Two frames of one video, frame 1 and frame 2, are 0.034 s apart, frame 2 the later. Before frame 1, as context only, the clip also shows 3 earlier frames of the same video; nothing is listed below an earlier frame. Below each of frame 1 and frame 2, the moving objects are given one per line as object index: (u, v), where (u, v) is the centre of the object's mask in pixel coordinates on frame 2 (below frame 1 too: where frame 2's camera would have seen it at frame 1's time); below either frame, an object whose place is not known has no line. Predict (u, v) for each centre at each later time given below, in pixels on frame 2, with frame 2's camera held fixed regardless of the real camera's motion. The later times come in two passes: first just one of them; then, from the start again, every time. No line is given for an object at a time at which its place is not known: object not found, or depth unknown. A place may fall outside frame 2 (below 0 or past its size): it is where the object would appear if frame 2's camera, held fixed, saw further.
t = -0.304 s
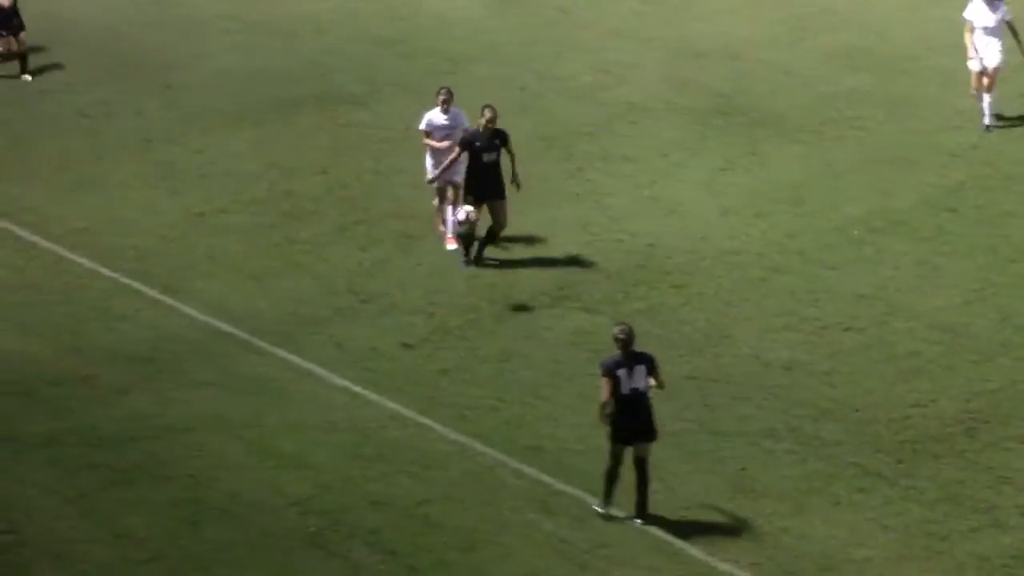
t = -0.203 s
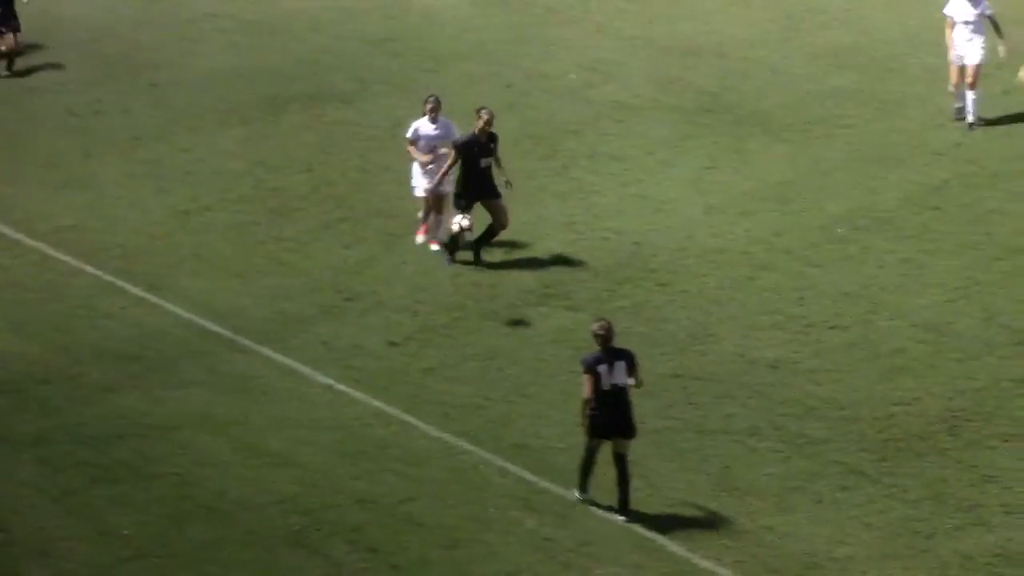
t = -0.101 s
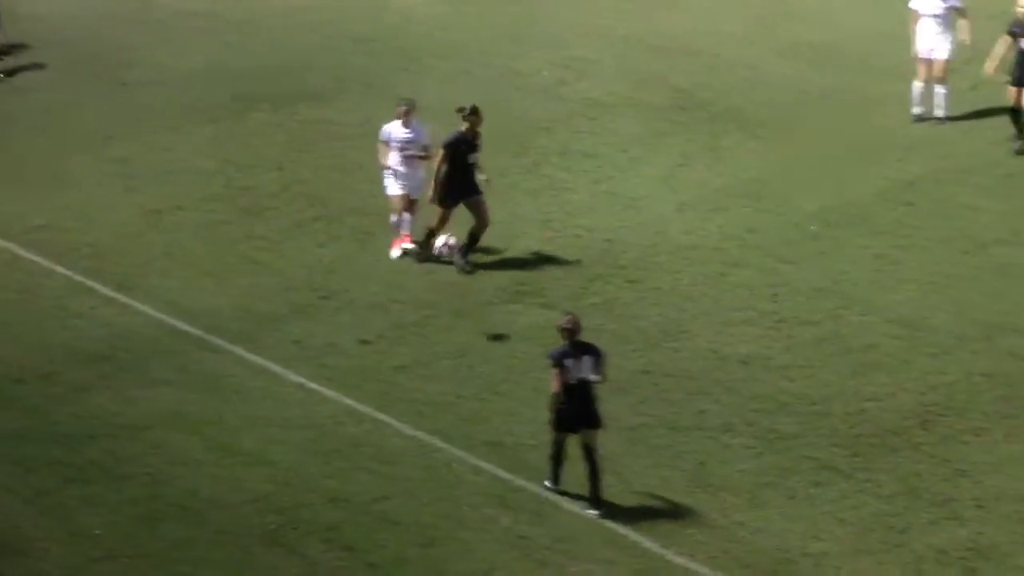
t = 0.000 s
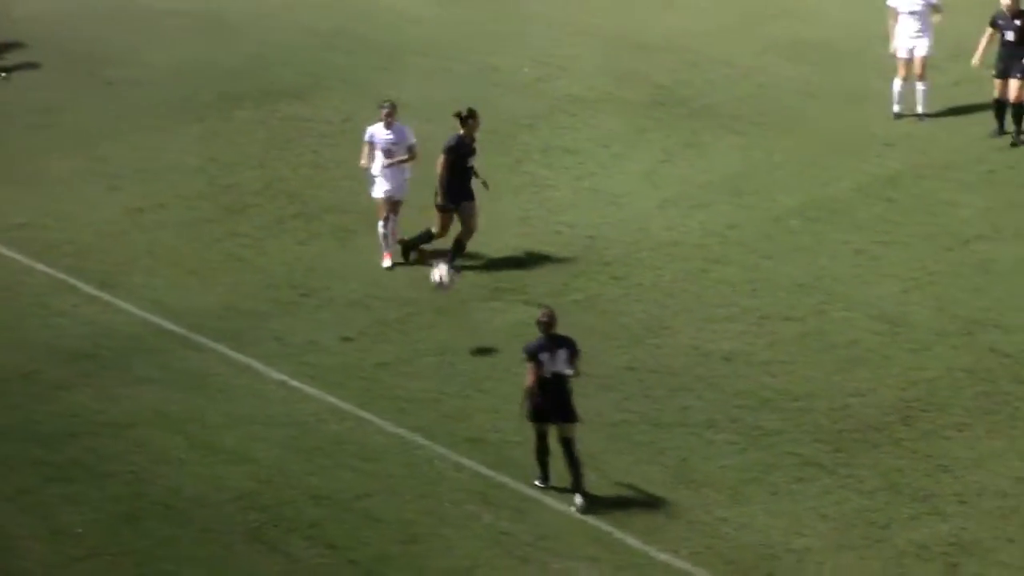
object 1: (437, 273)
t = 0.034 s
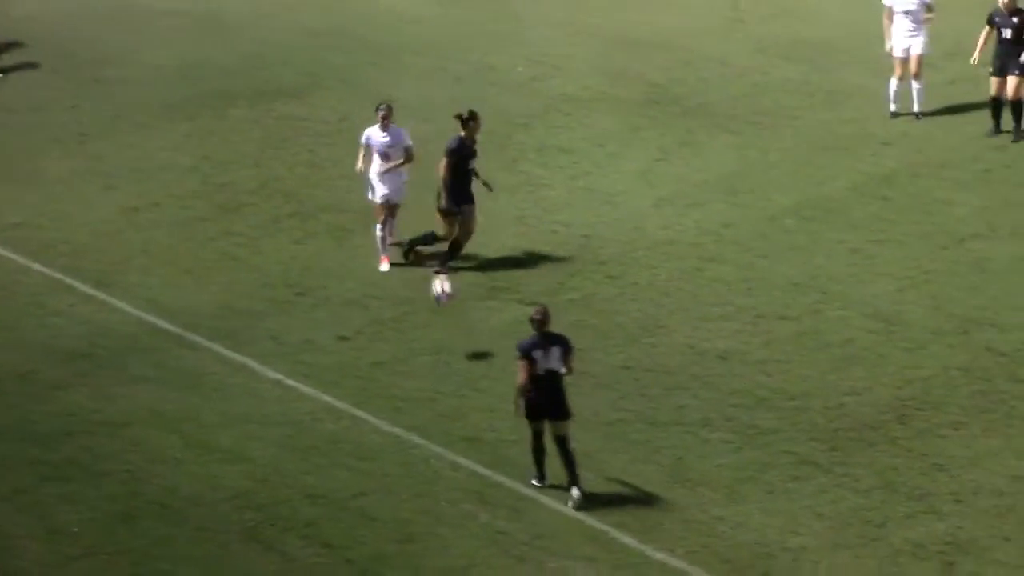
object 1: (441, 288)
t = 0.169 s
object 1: (463, 358)
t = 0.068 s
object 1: (447, 304)
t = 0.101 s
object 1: (451, 320)
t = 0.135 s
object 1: (457, 338)
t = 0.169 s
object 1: (463, 358)
